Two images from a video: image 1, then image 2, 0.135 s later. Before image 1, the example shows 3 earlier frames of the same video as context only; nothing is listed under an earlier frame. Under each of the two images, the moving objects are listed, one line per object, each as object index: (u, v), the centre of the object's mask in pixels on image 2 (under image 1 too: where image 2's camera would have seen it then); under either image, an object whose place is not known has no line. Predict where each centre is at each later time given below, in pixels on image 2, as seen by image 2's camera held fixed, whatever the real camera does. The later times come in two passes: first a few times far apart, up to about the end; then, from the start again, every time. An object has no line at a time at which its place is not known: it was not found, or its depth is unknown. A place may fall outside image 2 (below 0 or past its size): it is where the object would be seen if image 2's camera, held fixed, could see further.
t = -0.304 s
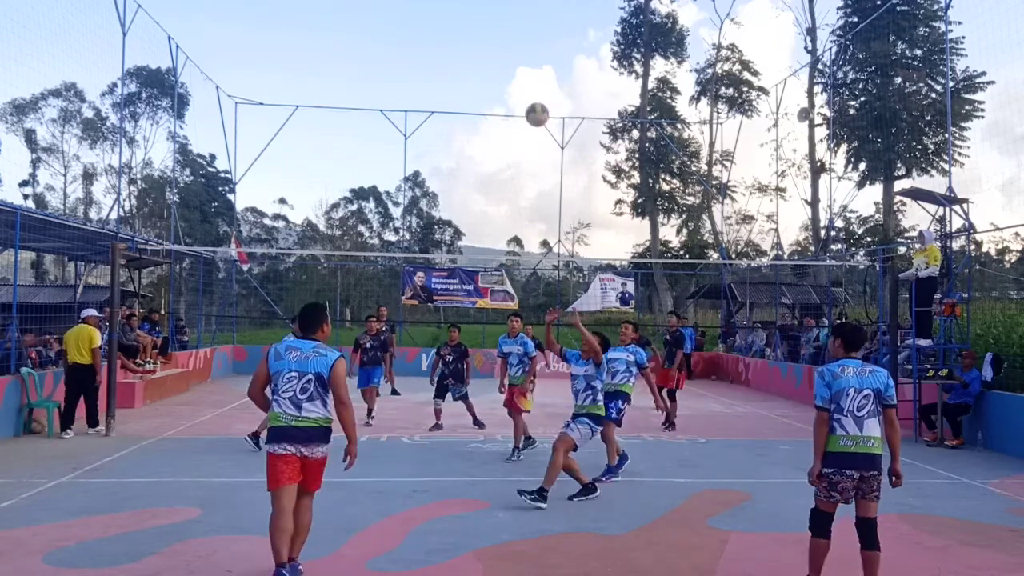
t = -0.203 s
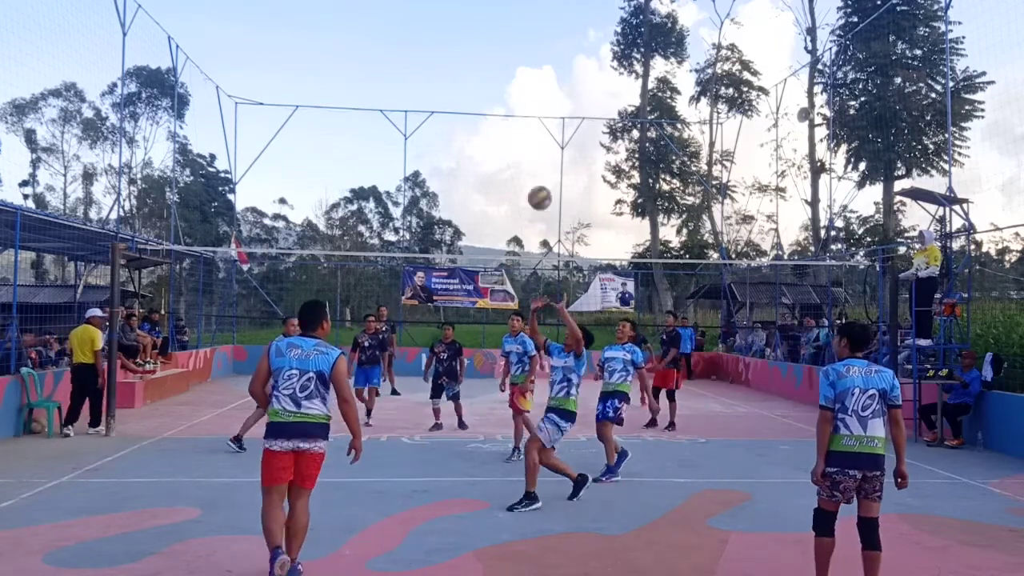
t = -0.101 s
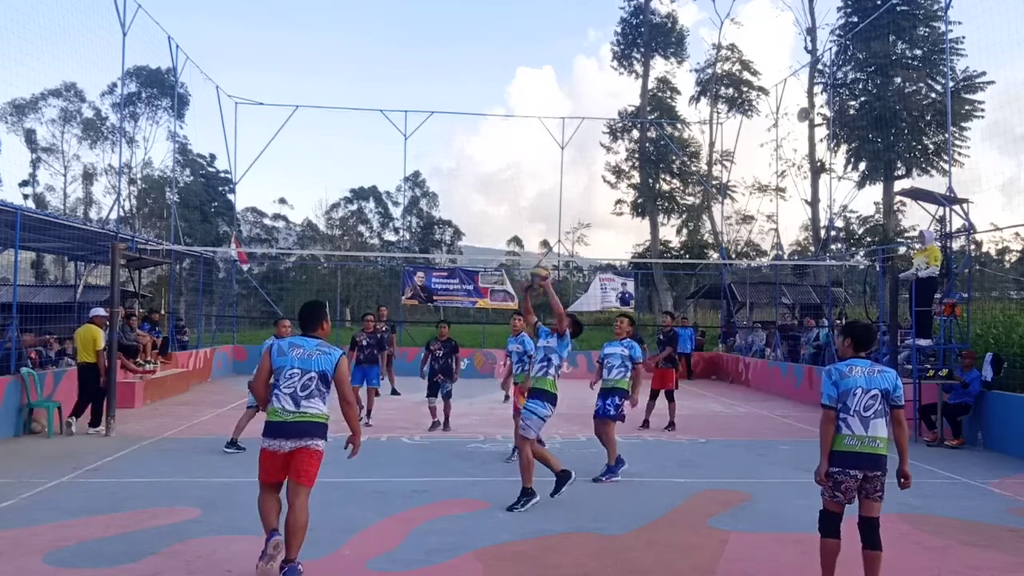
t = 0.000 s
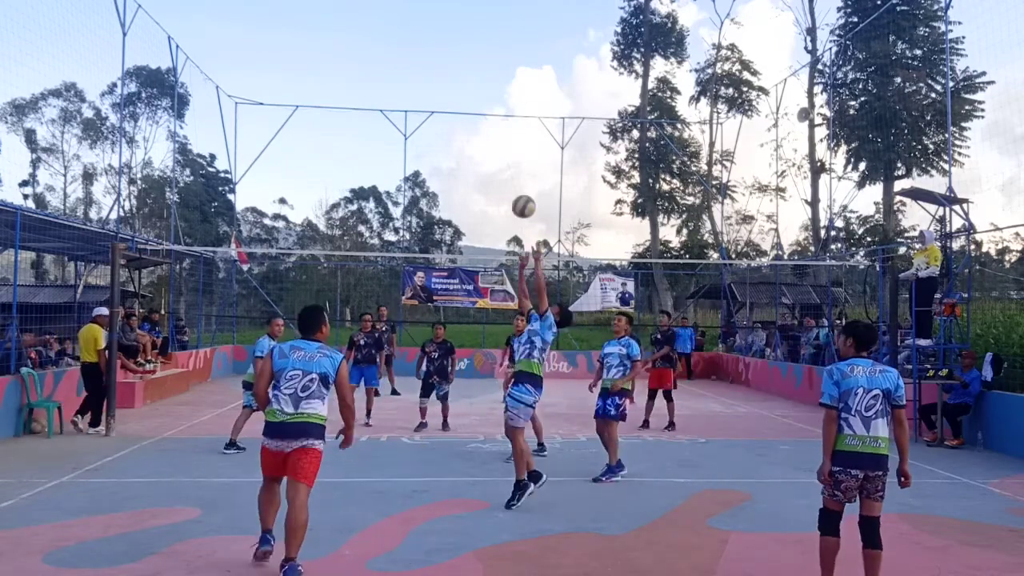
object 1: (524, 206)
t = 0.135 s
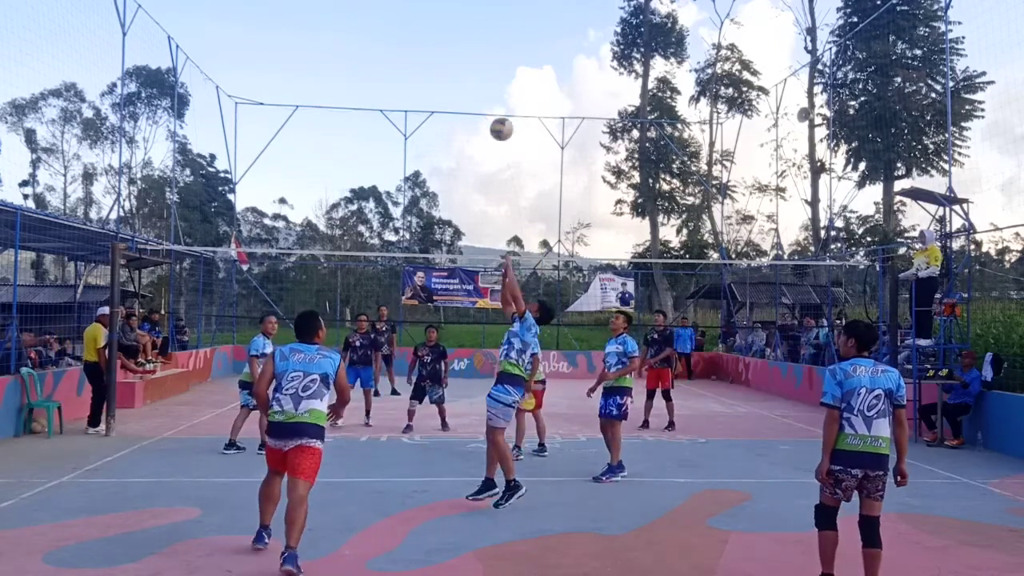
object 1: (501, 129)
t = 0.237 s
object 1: (485, 85)
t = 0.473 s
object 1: (451, 26)
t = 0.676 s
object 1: (422, 26)
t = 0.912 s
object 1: (388, 82)
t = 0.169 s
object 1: (496, 113)
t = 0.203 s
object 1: (491, 98)
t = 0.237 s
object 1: (485, 85)
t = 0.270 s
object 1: (481, 72)
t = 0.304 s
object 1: (476, 61)
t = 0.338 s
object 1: (471, 52)
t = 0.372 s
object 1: (466, 43)
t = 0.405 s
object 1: (461, 36)
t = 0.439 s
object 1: (456, 30)
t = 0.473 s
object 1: (451, 26)
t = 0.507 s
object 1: (446, 23)
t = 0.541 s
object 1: (441, 21)
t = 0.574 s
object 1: (436, 20)
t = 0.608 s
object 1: (431, 21)
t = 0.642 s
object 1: (426, 23)
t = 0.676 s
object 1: (422, 26)
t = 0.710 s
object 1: (417, 30)
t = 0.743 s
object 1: (412, 36)
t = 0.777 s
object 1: (407, 43)
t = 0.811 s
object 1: (403, 51)
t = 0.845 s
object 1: (398, 60)
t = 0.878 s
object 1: (393, 71)
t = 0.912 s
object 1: (388, 82)
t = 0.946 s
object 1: (384, 95)
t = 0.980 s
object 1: (379, 109)
